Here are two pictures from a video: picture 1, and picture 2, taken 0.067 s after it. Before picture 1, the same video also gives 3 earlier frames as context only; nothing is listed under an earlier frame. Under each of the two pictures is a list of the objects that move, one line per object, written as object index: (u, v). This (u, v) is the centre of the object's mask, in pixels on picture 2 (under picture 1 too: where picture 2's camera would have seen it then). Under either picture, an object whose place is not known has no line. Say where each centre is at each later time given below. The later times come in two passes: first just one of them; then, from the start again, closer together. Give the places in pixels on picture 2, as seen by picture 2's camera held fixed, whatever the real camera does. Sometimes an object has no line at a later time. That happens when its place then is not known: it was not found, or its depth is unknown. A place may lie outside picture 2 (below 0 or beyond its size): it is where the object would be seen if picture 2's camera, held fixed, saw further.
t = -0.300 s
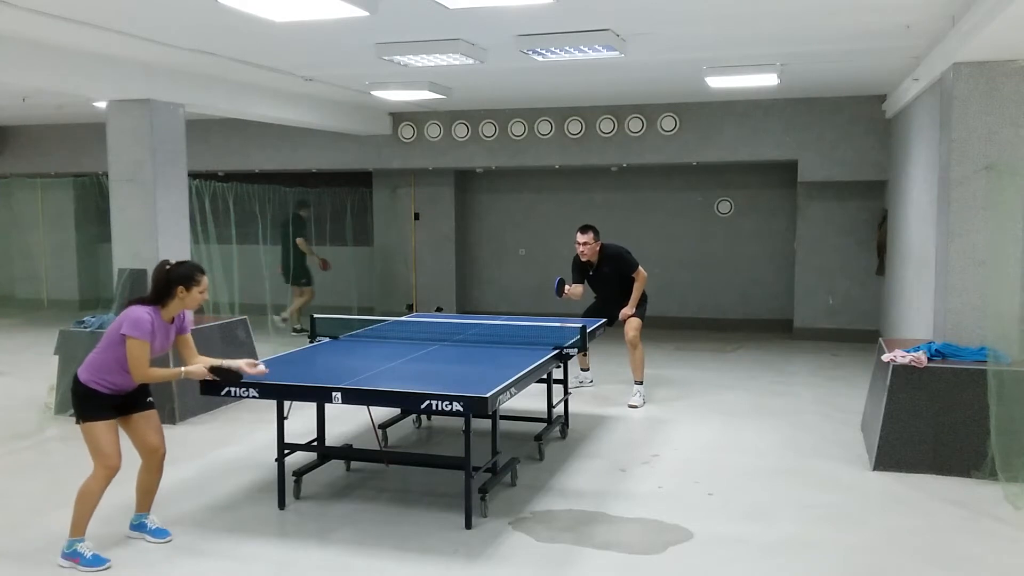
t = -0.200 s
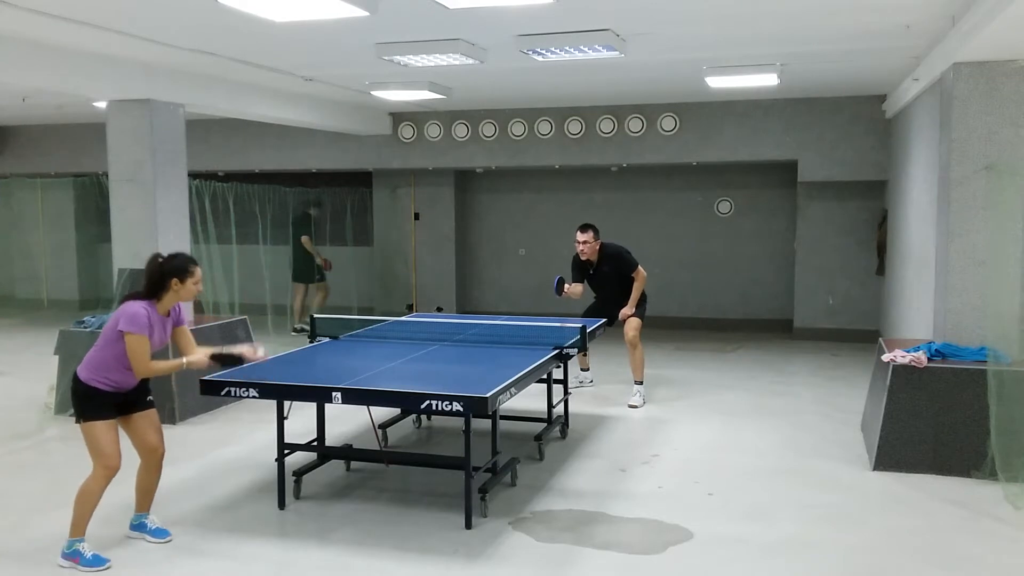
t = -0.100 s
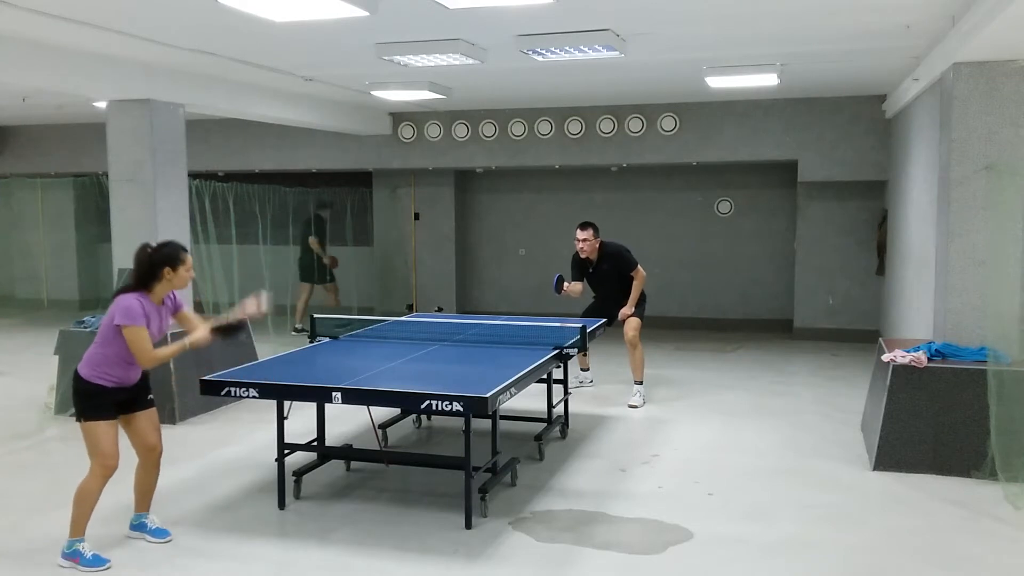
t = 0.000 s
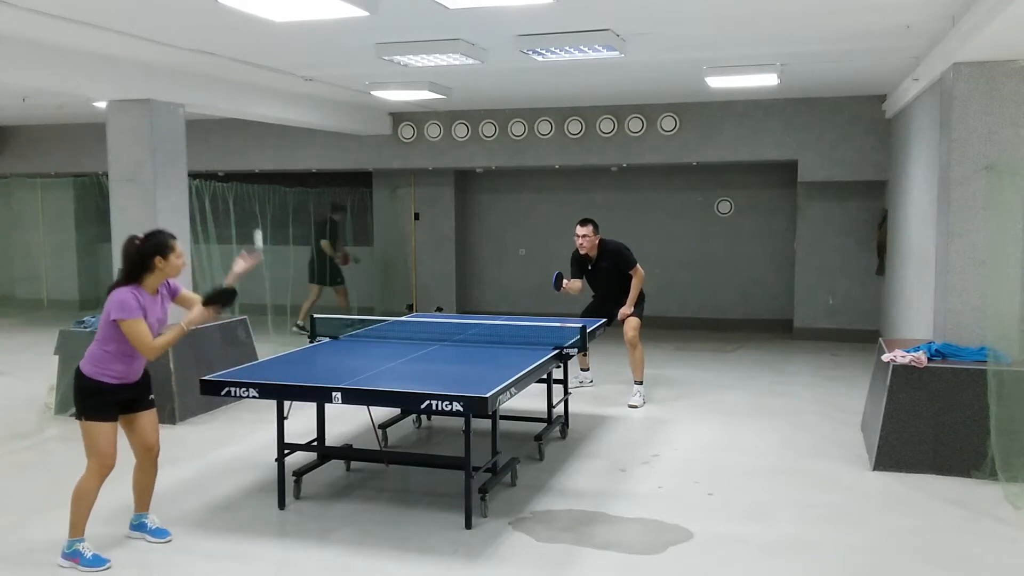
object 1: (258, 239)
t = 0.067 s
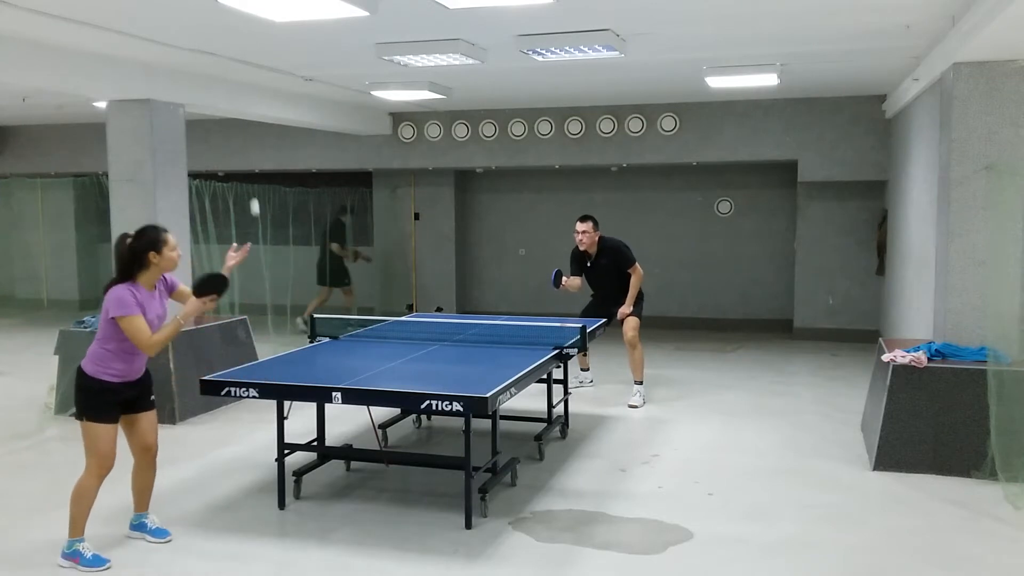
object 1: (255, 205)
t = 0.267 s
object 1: (249, 158)
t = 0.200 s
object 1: (249, 161)
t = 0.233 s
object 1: (248, 158)
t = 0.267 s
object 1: (249, 158)
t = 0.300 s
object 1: (248, 158)
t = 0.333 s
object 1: (249, 160)
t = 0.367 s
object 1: (242, 162)
